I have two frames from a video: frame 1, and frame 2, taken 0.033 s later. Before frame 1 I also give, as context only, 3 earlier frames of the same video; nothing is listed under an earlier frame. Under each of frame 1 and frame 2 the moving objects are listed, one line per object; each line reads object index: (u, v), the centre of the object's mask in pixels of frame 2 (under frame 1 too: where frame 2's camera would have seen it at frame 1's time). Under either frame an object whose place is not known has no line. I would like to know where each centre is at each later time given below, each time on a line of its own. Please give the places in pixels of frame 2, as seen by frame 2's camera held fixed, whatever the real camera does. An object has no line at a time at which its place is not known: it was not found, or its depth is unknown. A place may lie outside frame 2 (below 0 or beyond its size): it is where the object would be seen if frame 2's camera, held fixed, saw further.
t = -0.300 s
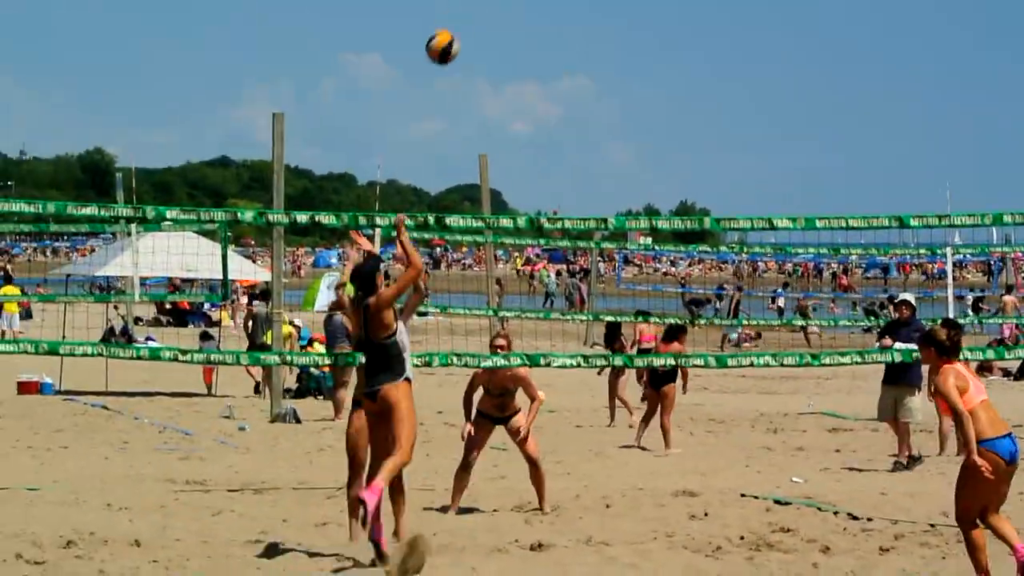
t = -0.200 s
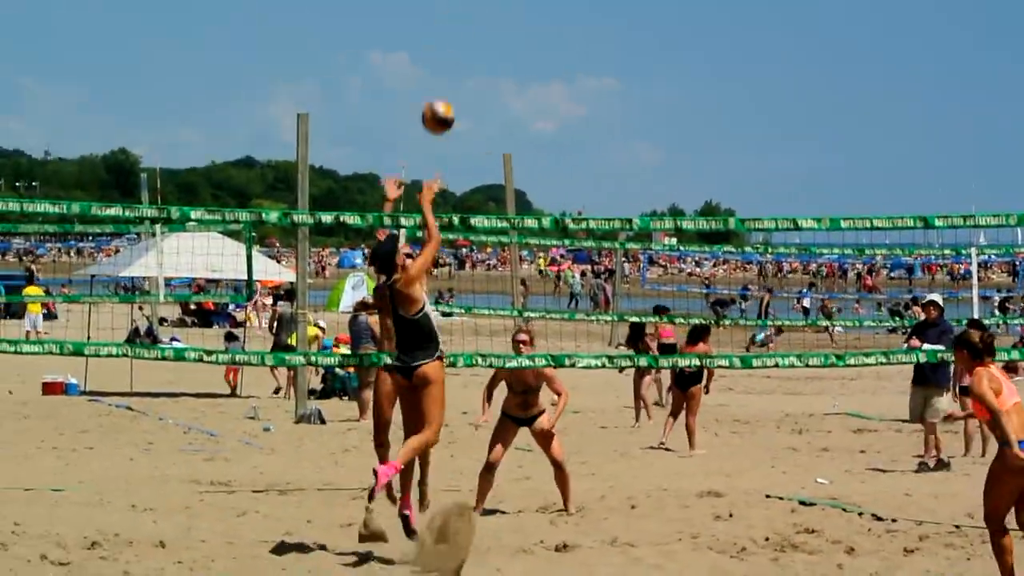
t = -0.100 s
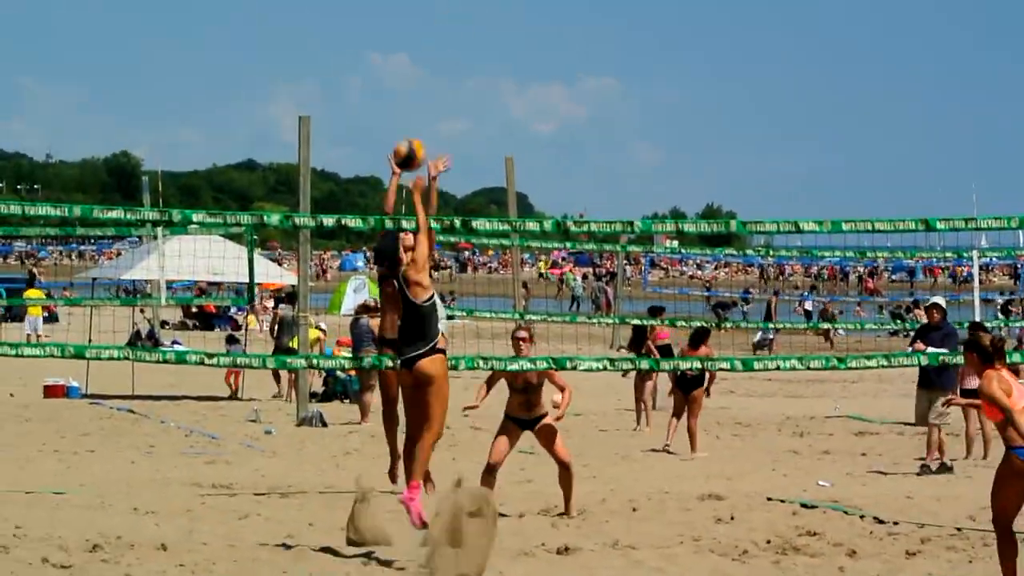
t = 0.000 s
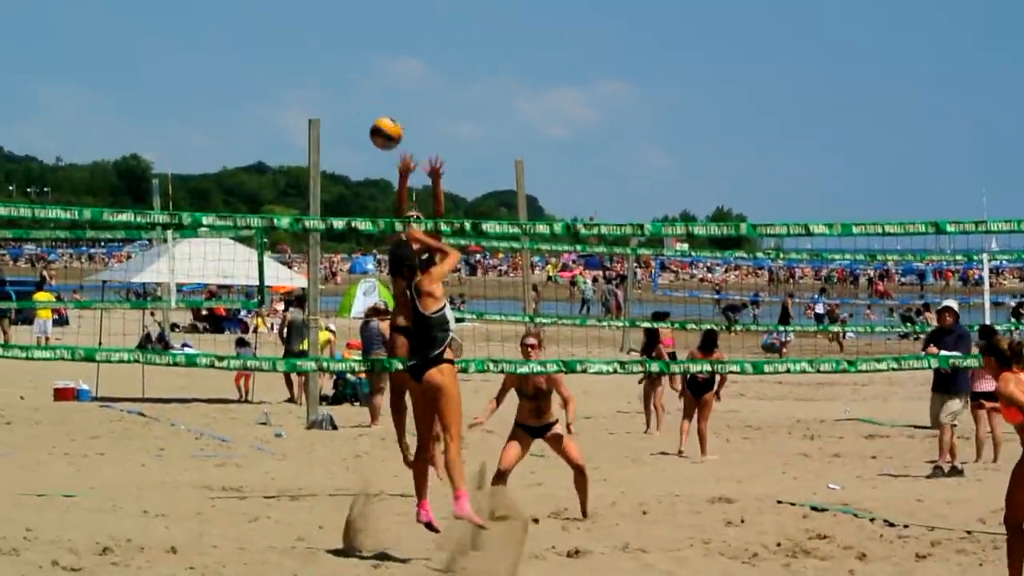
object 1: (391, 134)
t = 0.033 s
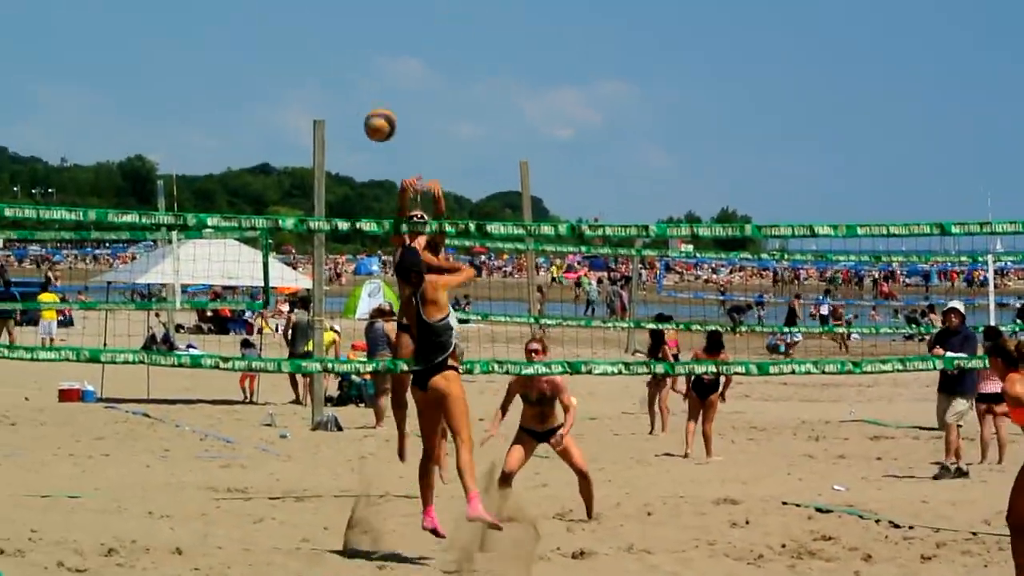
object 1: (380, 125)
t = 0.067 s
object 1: (371, 118)
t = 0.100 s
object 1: (360, 113)
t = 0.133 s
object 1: (350, 113)
